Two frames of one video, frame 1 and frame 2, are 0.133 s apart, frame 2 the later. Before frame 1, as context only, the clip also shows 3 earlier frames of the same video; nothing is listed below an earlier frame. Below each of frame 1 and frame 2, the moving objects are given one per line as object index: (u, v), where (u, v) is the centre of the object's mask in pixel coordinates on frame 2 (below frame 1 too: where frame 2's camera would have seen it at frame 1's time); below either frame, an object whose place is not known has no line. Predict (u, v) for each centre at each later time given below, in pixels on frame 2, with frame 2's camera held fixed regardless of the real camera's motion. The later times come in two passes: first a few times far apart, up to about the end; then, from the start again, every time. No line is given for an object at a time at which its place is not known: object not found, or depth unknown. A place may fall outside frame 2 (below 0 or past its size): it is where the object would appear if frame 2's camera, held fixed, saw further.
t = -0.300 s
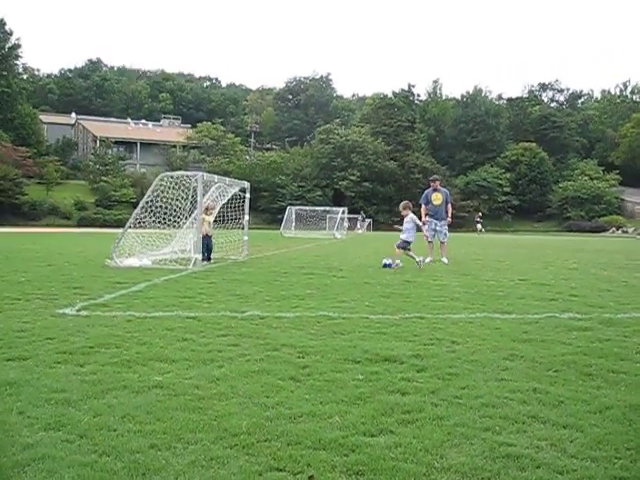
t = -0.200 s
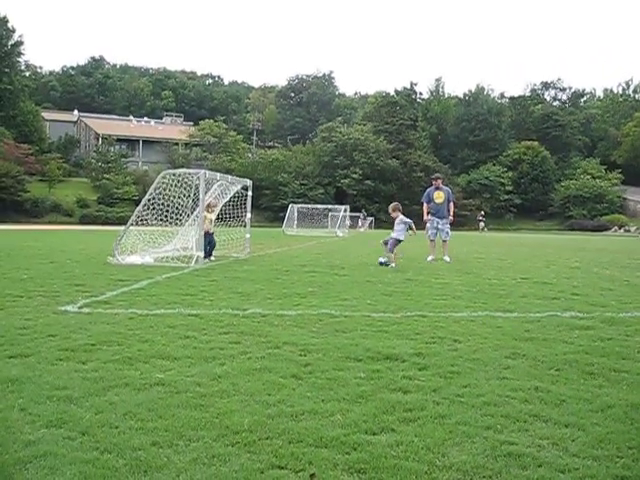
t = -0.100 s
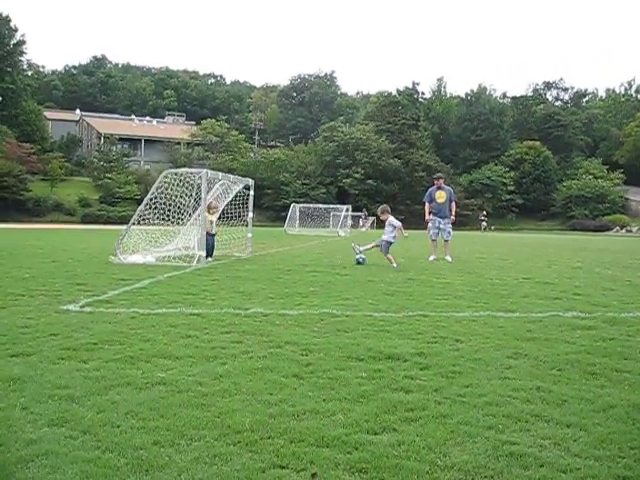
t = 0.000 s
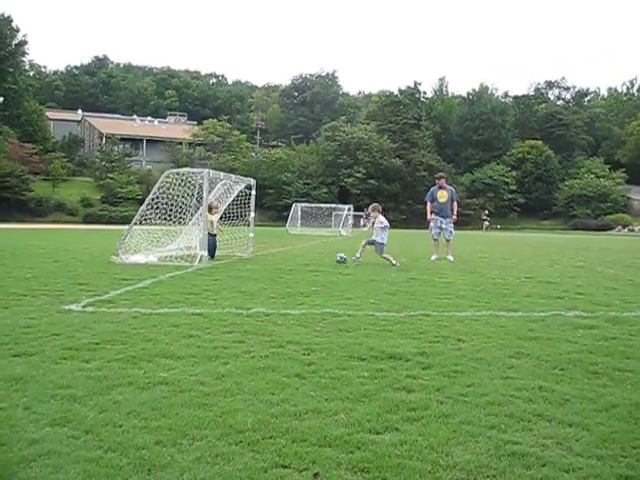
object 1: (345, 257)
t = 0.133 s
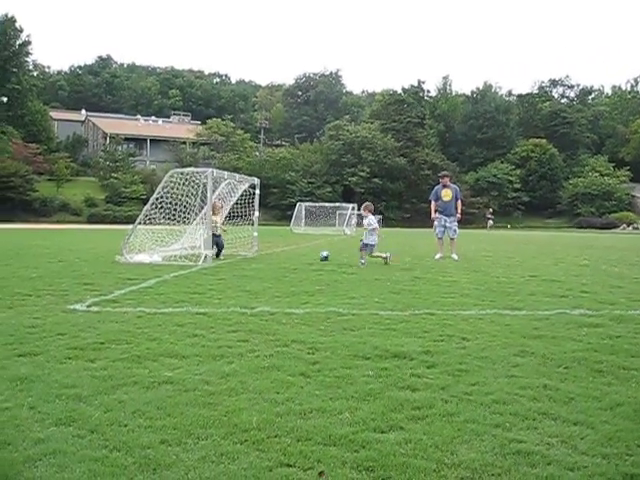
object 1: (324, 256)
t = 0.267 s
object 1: (308, 255)
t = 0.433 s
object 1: (292, 254)
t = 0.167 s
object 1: (320, 255)
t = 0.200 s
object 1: (315, 255)
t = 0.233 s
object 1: (312, 255)
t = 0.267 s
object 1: (308, 255)
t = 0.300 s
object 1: (304, 255)
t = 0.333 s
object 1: (301, 255)
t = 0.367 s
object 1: (298, 255)
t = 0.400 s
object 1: (294, 254)
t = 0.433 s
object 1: (292, 254)
